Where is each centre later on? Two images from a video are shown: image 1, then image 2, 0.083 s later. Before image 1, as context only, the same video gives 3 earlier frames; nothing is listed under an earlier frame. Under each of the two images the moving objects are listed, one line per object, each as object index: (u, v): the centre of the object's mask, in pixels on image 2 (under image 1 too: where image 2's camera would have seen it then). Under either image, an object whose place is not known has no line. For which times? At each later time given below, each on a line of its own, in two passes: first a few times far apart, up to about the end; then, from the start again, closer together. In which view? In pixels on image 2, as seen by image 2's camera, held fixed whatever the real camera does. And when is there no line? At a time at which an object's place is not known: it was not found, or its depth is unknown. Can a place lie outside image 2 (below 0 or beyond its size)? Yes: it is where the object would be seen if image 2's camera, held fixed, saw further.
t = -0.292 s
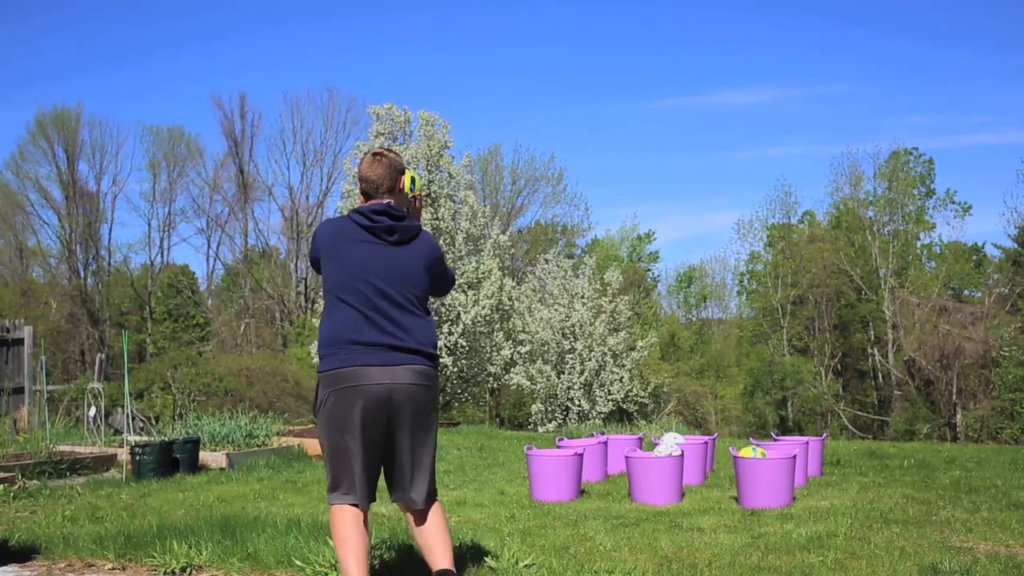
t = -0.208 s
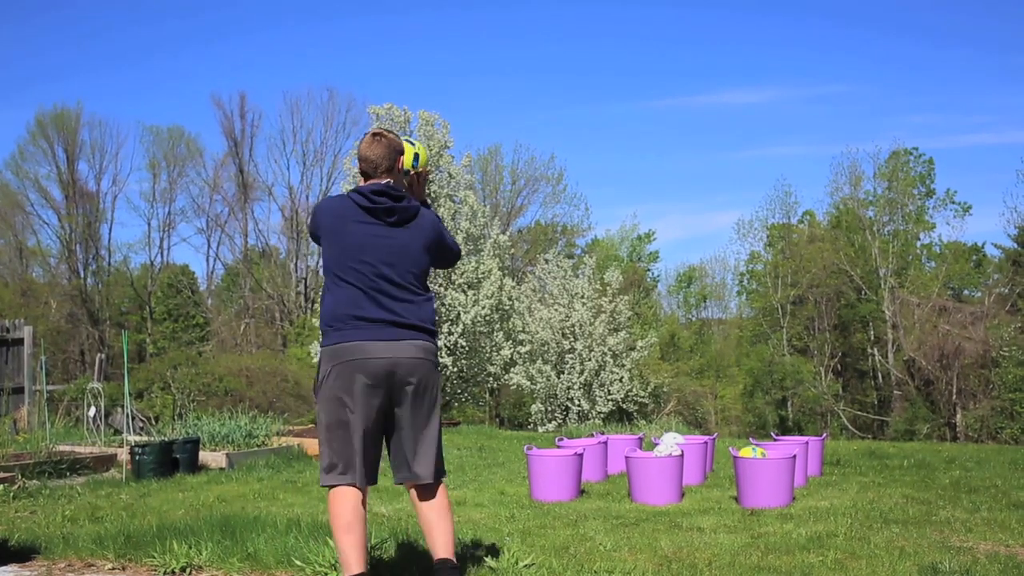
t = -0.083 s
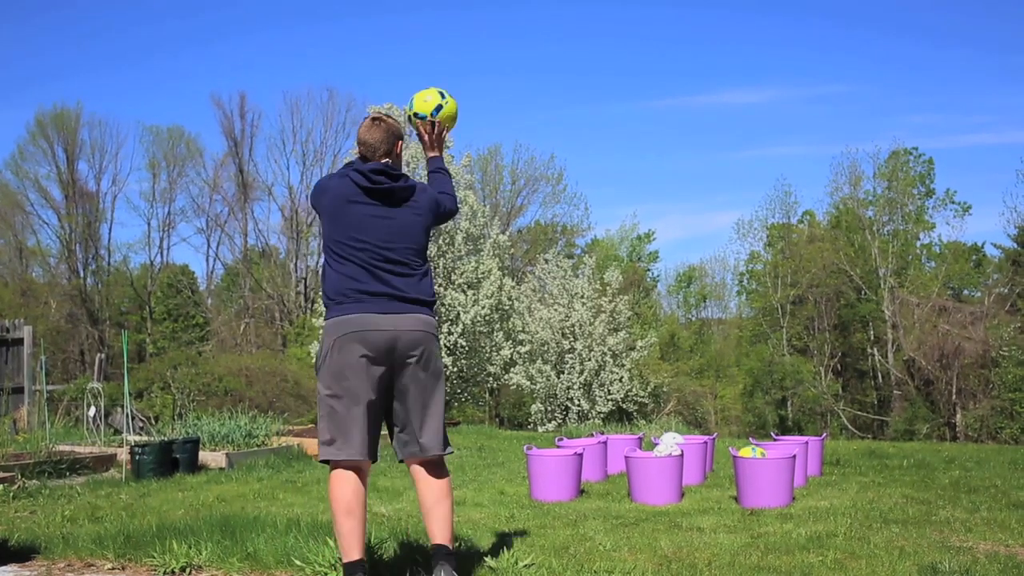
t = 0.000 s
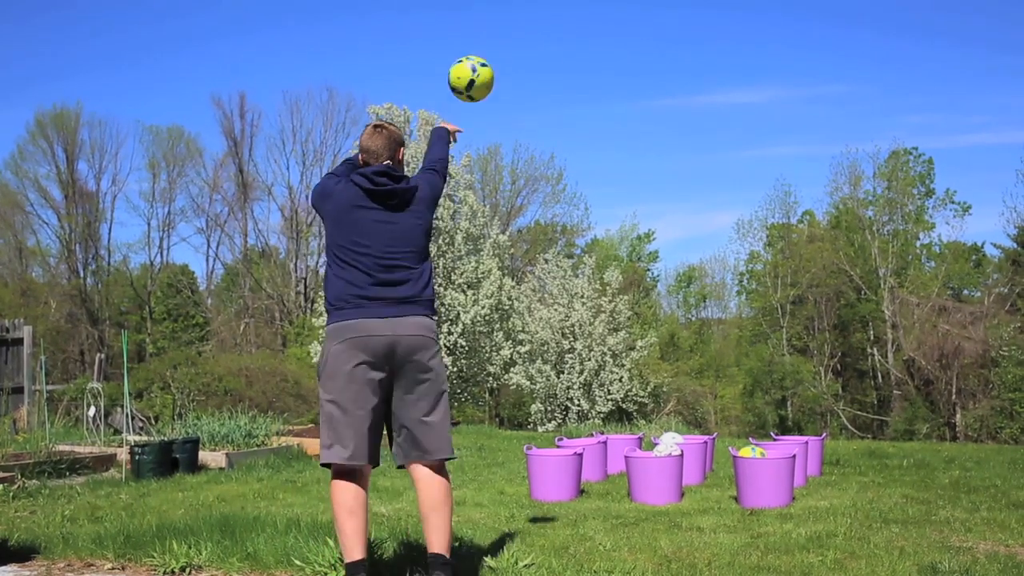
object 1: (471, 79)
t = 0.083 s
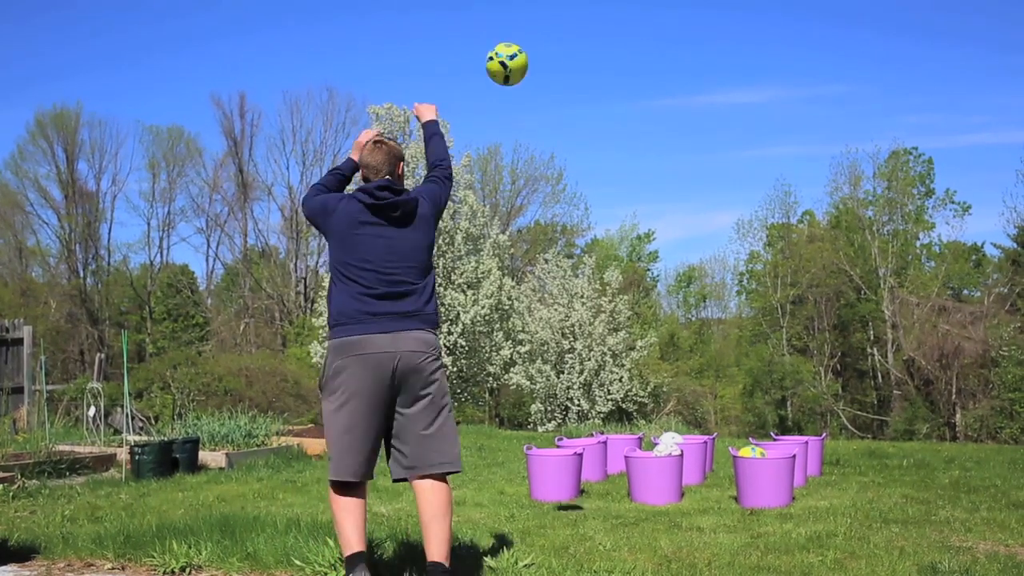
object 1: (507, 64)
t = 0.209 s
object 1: (551, 68)
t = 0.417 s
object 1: (608, 121)
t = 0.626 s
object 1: (652, 217)
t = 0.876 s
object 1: (692, 368)
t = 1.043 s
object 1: (708, 407)
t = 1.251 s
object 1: (716, 385)
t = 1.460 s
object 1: (726, 406)
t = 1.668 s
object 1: (733, 448)
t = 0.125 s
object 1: (523, 62)
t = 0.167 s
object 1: (537, 63)
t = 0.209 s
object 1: (551, 68)
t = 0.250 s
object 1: (564, 74)
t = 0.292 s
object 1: (576, 83)
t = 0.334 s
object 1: (587, 94)
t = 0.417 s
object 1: (608, 121)
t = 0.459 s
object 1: (617, 138)
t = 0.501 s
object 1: (627, 155)
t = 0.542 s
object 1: (635, 175)
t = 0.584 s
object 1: (644, 195)
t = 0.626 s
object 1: (652, 217)
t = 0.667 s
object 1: (659, 239)
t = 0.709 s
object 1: (666, 263)
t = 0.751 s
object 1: (673, 289)
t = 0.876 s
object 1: (692, 368)
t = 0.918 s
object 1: (698, 396)
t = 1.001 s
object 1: (706, 416)
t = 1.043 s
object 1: (708, 407)
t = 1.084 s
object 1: (709, 399)
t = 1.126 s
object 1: (711, 393)
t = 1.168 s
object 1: (712, 388)
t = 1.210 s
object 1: (714, 386)
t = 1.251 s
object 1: (716, 385)
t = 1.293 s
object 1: (718, 387)
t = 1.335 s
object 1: (720, 389)
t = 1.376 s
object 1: (722, 393)
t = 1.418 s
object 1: (724, 399)
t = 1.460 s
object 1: (726, 406)
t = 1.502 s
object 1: (728, 415)
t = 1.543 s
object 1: (730, 425)
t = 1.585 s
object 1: (733, 437)
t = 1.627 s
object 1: (732, 447)
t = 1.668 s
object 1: (733, 448)
